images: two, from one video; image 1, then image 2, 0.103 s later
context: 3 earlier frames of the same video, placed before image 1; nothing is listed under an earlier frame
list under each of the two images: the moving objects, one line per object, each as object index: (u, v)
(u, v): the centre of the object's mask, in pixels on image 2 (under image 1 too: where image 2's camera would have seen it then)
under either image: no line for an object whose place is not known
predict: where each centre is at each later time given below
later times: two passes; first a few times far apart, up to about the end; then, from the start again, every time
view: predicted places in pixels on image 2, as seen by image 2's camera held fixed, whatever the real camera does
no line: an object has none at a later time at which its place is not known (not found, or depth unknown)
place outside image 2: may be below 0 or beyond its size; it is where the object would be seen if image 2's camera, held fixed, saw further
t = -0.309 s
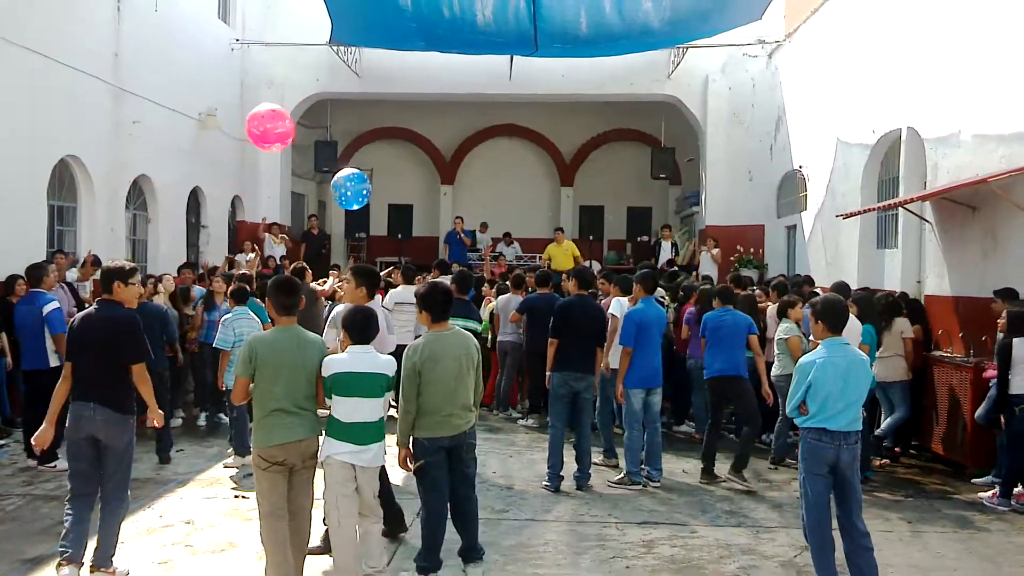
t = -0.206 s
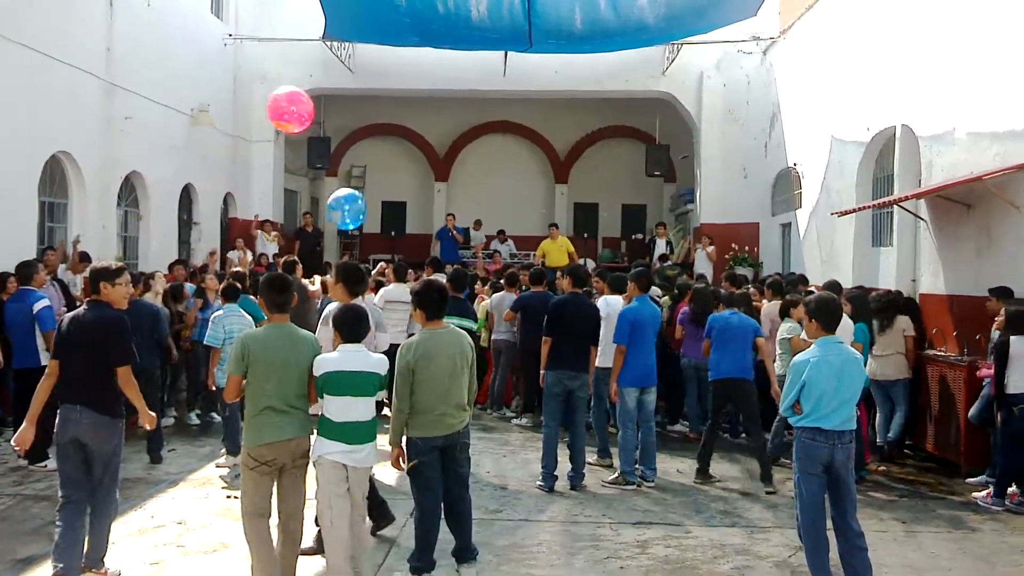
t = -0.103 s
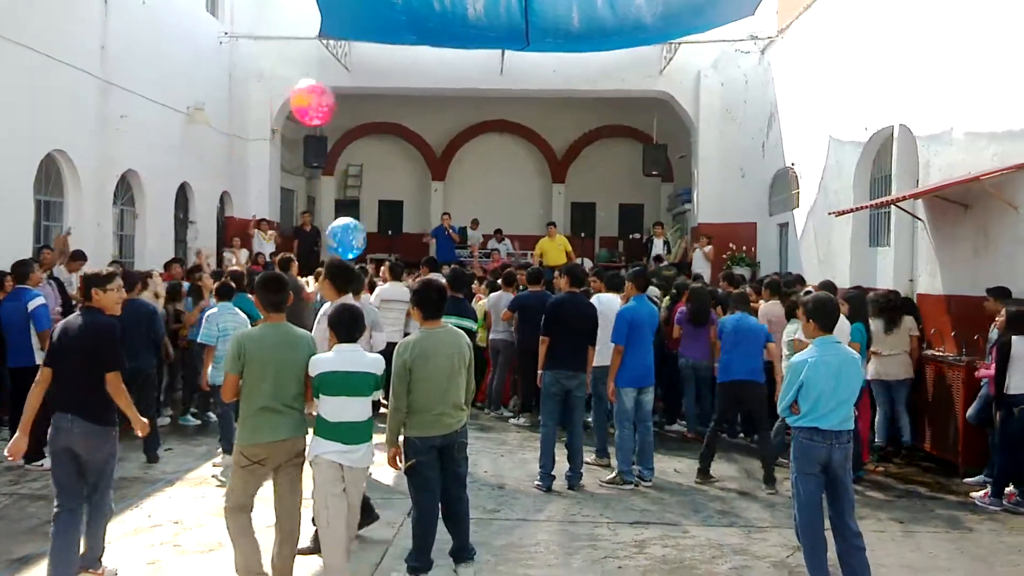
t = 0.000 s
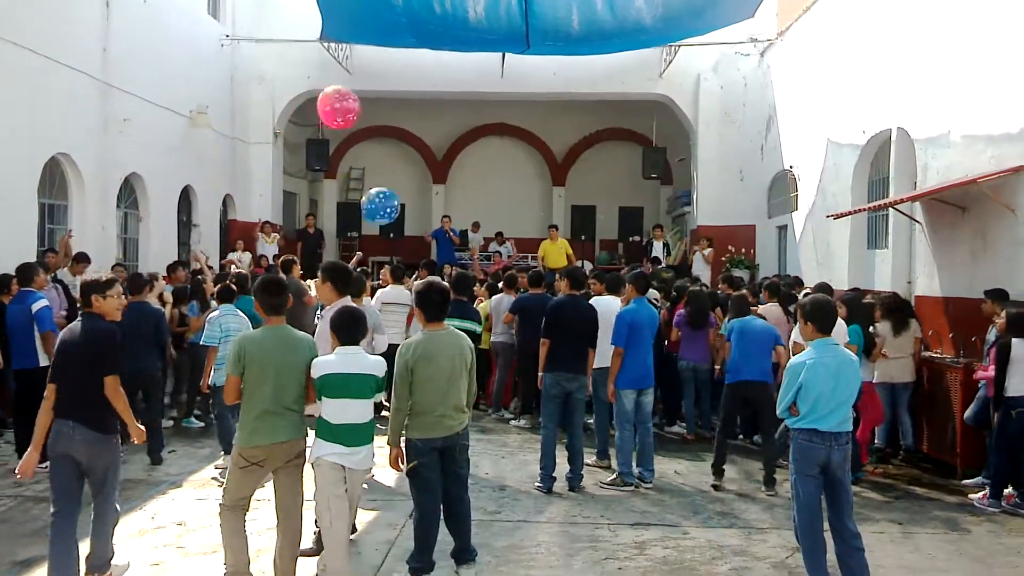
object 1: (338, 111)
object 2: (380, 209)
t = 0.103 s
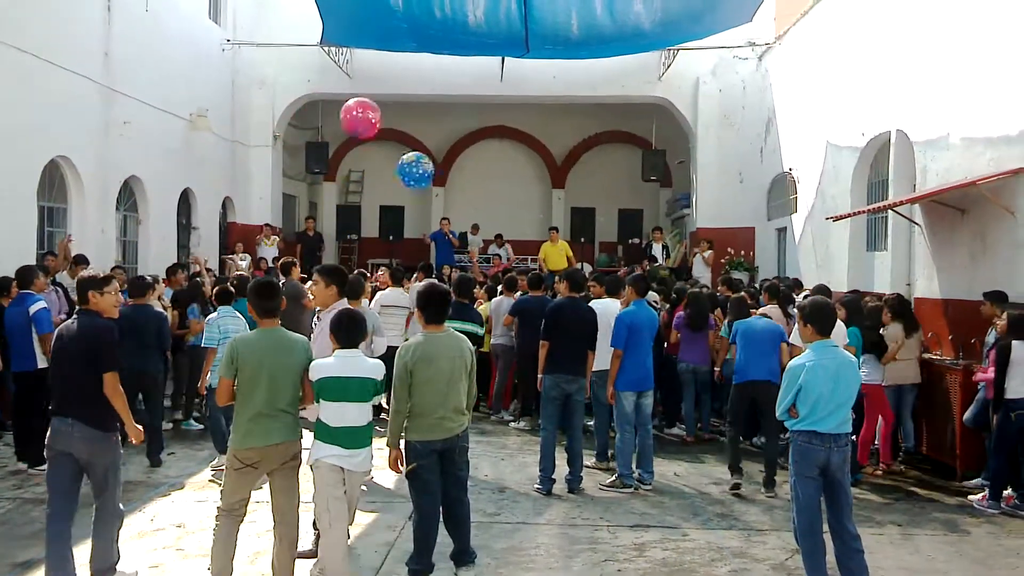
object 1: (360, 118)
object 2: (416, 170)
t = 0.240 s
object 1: (387, 136)
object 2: (458, 133)
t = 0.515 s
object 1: (431, 196)
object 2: (526, 94)
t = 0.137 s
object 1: (367, 122)
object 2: (426, 159)
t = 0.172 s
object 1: (374, 126)
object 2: (437, 150)
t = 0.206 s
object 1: (381, 131)
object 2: (447, 141)
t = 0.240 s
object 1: (387, 136)
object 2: (458, 133)
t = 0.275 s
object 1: (393, 142)
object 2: (467, 125)
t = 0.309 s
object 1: (399, 148)
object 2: (477, 118)
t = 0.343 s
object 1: (405, 155)
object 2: (486, 113)
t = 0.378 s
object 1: (411, 162)
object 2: (495, 108)
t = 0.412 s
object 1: (416, 171)
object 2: (503, 104)
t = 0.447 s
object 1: (421, 179)
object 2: (512, 99)
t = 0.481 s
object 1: (427, 187)
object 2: (520, 97)
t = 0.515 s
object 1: (431, 196)
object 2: (526, 94)
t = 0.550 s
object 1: (437, 206)
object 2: (535, 92)
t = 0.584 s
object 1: (441, 216)
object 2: (542, 90)
